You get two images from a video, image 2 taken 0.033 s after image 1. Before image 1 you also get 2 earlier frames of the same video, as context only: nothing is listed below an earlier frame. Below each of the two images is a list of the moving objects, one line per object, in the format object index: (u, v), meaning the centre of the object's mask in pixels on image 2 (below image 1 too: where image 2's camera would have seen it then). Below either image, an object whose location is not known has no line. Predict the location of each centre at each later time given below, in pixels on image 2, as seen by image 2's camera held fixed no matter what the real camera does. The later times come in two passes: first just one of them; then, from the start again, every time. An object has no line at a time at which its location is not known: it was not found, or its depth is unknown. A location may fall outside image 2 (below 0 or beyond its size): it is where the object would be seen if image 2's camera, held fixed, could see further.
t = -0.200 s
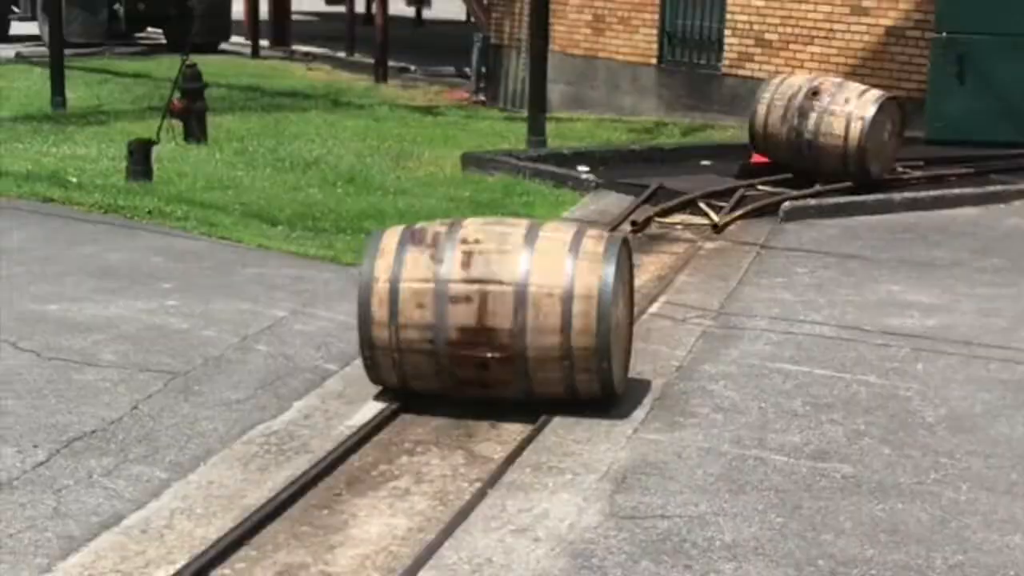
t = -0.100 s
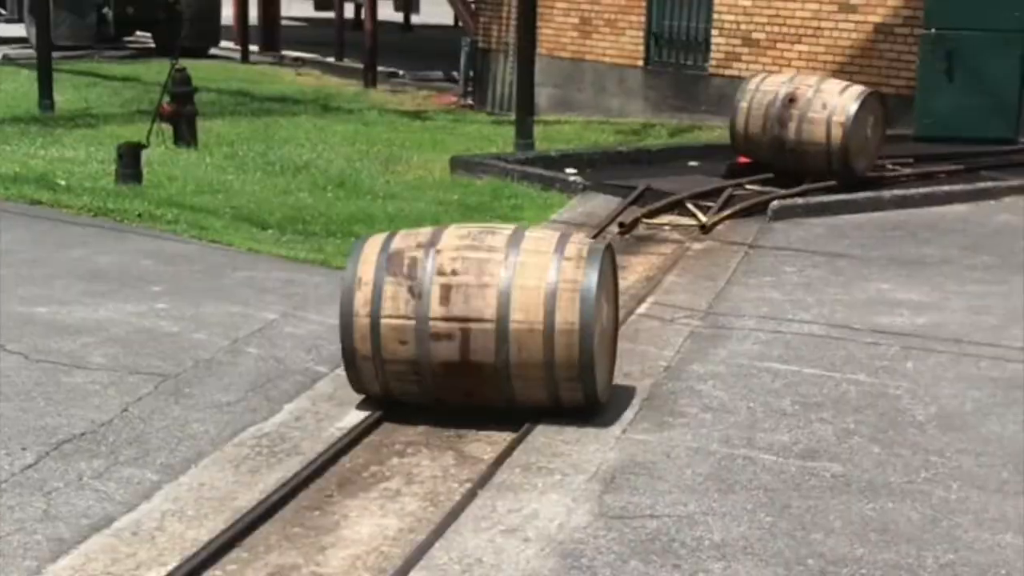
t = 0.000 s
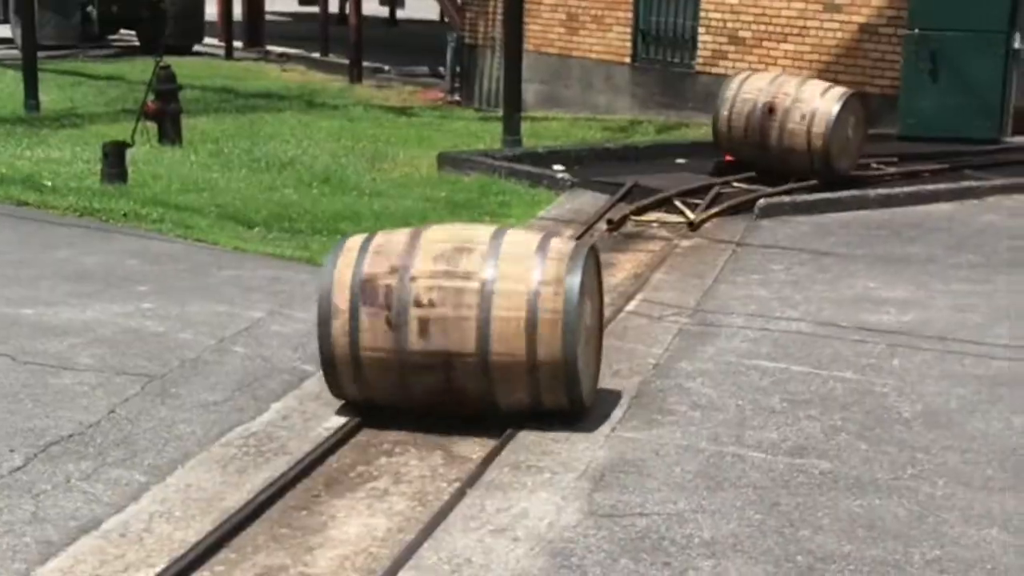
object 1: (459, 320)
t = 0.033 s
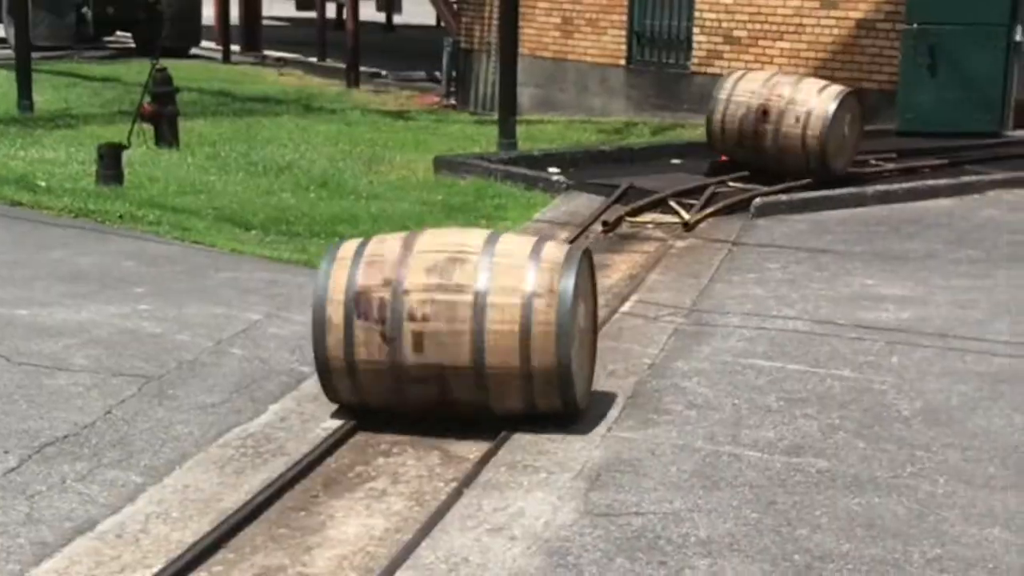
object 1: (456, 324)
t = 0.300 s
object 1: (437, 339)
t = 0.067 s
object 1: (454, 324)
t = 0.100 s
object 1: (452, 327)
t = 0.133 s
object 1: (449, 328)
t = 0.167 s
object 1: (447, 331)
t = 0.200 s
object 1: (444, 332)
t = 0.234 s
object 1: (442, 334)
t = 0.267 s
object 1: (439, 336)
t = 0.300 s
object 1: (437, 339)
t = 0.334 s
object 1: (434, 341)
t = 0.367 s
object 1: (432, 343)
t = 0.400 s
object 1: (429, 345)
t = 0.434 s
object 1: (427, 347)
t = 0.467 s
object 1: (424, 349)
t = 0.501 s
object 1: (422, 351)
